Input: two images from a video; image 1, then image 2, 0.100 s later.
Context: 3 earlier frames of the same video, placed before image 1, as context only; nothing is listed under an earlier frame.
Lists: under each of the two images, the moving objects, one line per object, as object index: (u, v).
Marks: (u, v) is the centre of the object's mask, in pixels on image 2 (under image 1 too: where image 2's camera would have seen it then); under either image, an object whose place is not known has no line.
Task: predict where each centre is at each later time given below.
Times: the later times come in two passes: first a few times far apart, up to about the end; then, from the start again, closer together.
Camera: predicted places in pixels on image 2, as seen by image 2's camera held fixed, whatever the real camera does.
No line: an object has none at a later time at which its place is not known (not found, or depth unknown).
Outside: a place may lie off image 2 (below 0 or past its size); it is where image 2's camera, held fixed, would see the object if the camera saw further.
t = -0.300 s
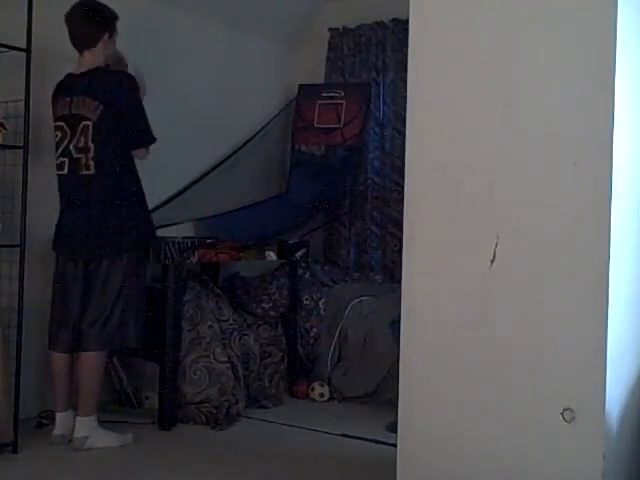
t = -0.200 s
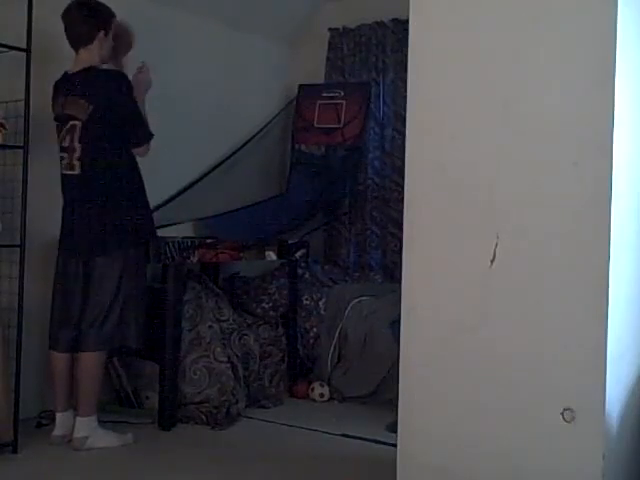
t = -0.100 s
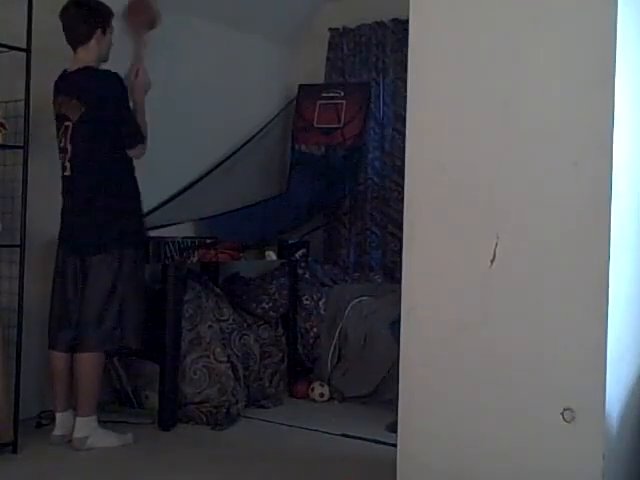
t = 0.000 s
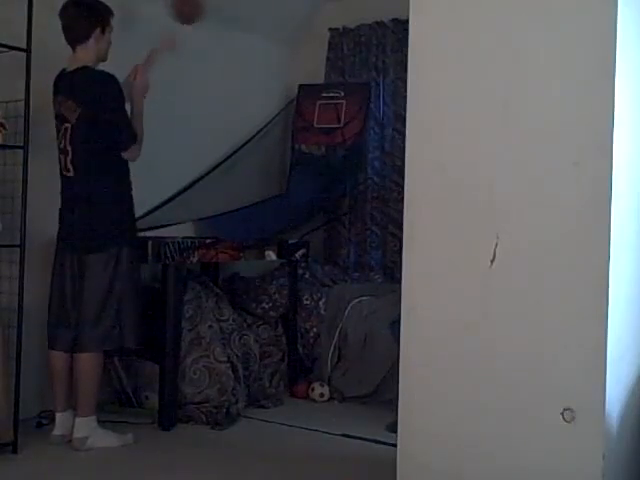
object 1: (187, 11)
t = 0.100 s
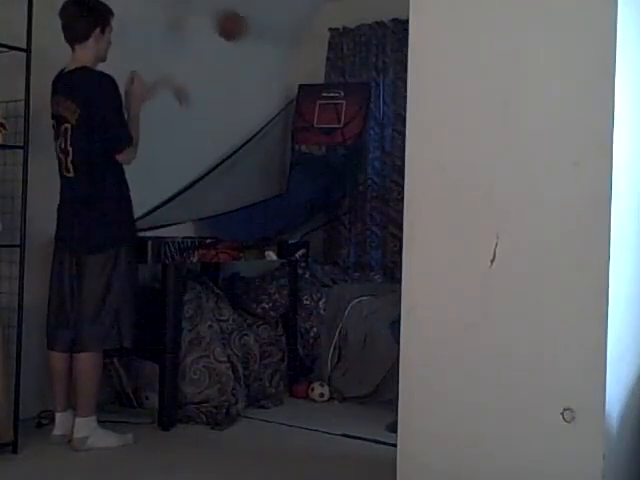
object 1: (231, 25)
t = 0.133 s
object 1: (243, 35)
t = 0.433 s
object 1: (320, 168)
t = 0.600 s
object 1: (295, 216)
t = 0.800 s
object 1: (240, 211)
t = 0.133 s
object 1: (243, 35)
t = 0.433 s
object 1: (320, 168)
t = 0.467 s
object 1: (318, 175)
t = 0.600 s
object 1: (295, 216)
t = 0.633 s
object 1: (286, 221)
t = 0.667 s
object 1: (277, 224)
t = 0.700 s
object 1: (268, 222)
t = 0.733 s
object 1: (259, 218)
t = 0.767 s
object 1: (251, 214)
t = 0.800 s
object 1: (240, 211)
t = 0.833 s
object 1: (232, 211)
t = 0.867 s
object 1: (223, 212)
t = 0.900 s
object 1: (210, 219)
